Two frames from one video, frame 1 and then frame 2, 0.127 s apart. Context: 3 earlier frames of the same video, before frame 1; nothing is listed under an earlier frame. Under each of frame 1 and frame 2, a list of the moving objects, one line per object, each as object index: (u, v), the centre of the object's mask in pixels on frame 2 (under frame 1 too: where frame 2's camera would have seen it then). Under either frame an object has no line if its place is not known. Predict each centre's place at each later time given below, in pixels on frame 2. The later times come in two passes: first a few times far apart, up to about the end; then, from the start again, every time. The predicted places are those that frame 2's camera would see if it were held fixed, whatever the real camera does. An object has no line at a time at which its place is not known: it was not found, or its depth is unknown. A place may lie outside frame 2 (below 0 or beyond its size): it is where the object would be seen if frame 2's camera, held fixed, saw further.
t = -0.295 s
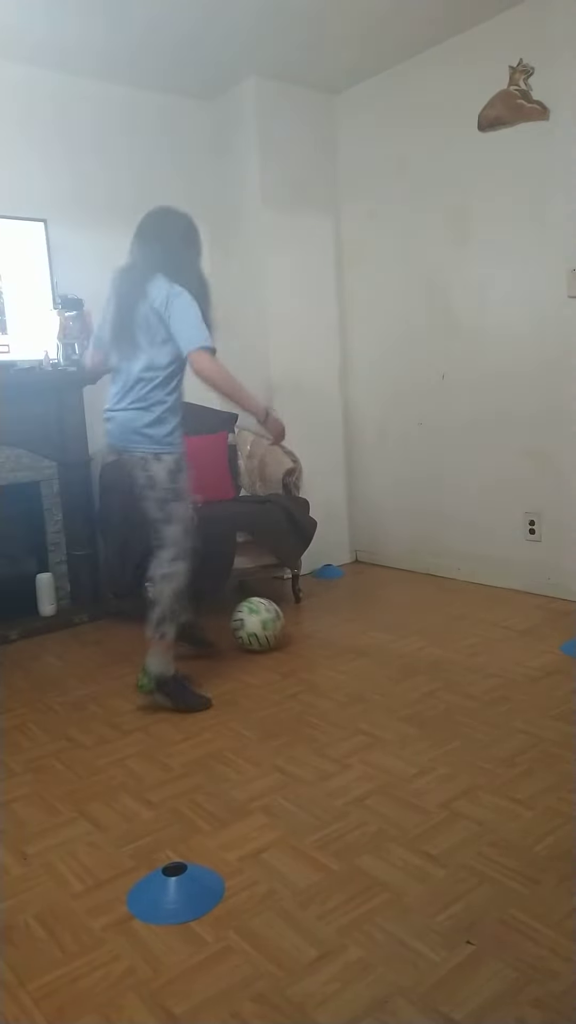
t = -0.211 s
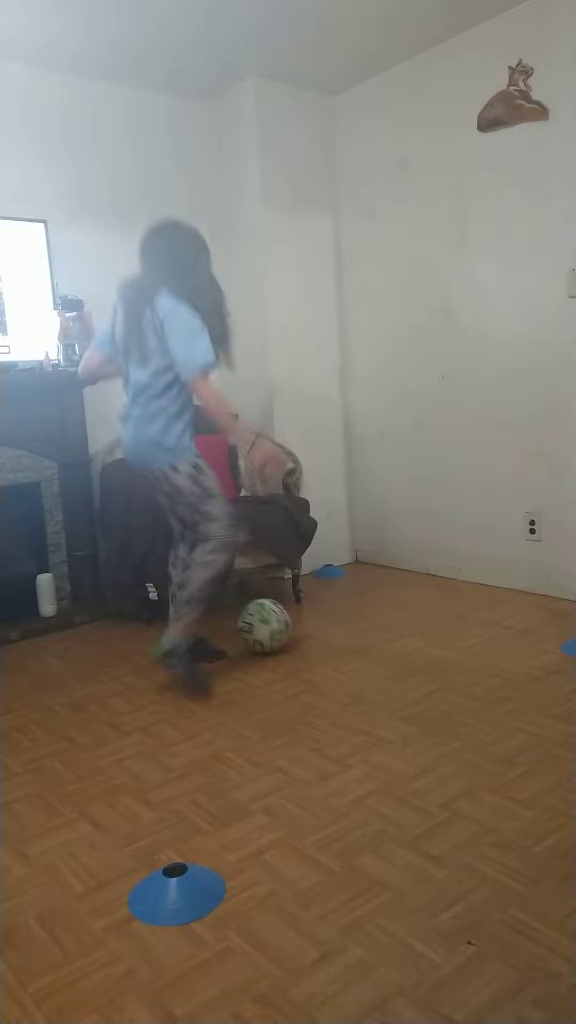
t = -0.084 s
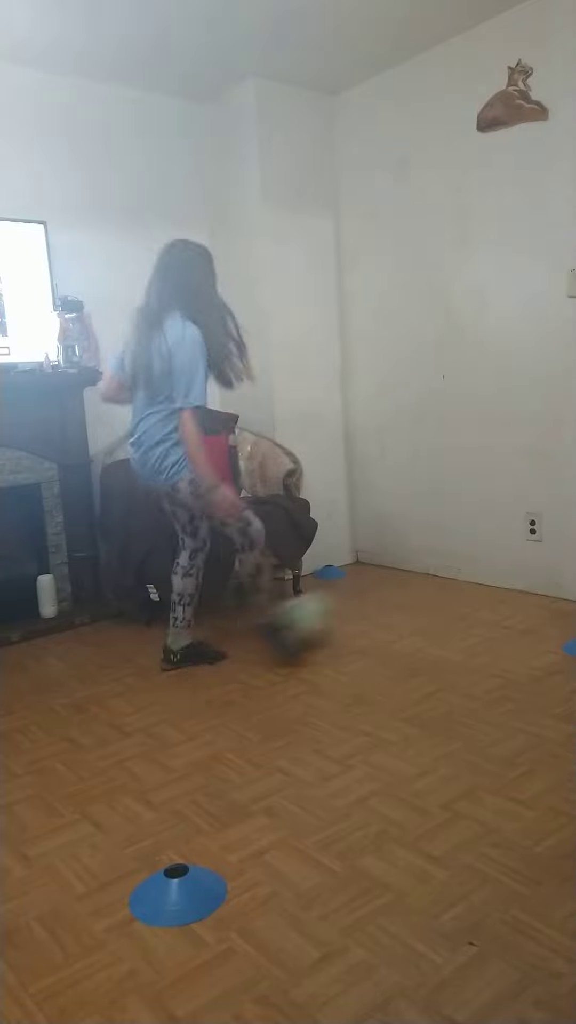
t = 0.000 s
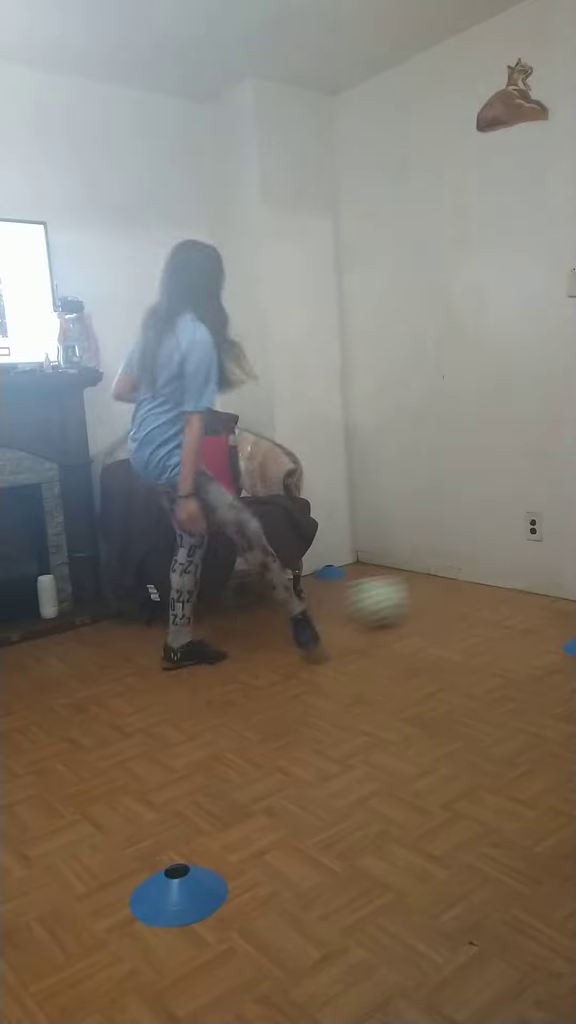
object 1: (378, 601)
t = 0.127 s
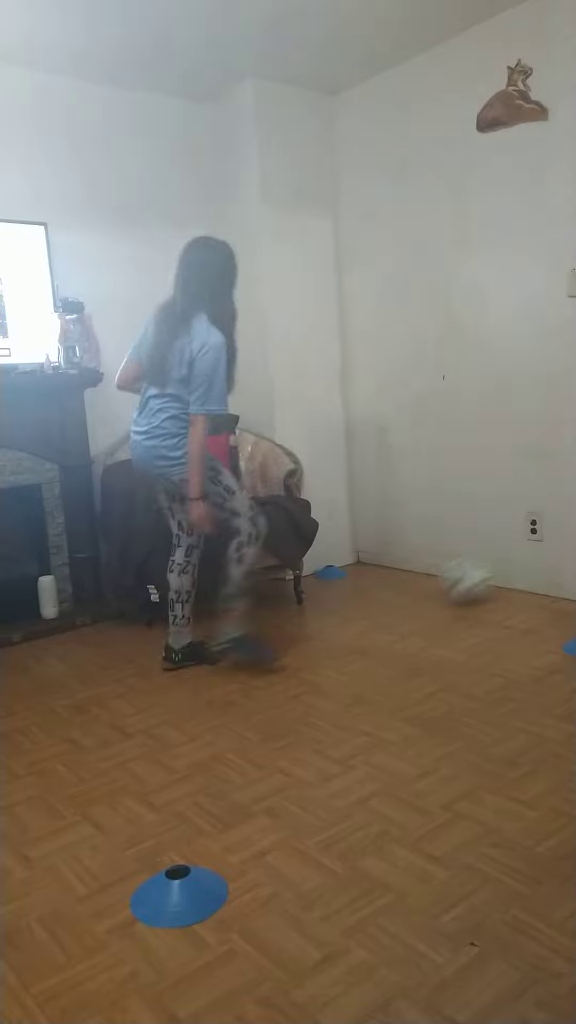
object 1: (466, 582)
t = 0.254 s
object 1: (486, 568)
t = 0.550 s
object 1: (402, 611)
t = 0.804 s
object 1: (359, 630)
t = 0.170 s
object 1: (498, 578)
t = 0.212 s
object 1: (499, 572)
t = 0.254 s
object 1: (486, 568)
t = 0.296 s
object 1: (470, 572)
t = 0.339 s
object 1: (454, 583)
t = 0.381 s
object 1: (442, 595)
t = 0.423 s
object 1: (432, 596)
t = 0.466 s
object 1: (422, 597)
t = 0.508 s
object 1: (412, 604)
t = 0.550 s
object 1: (402, 611)
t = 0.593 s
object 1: (396, 612)
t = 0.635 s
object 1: (389, 616)
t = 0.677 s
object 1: (382, 620)
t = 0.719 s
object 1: (374, 623)
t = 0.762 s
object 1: (367, 626)
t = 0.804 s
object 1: (359, 630)
